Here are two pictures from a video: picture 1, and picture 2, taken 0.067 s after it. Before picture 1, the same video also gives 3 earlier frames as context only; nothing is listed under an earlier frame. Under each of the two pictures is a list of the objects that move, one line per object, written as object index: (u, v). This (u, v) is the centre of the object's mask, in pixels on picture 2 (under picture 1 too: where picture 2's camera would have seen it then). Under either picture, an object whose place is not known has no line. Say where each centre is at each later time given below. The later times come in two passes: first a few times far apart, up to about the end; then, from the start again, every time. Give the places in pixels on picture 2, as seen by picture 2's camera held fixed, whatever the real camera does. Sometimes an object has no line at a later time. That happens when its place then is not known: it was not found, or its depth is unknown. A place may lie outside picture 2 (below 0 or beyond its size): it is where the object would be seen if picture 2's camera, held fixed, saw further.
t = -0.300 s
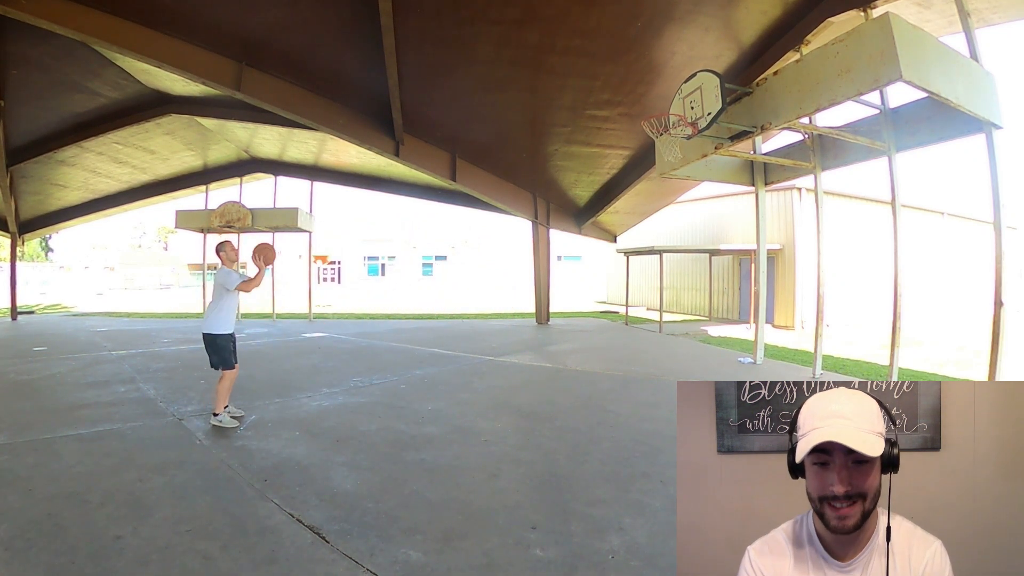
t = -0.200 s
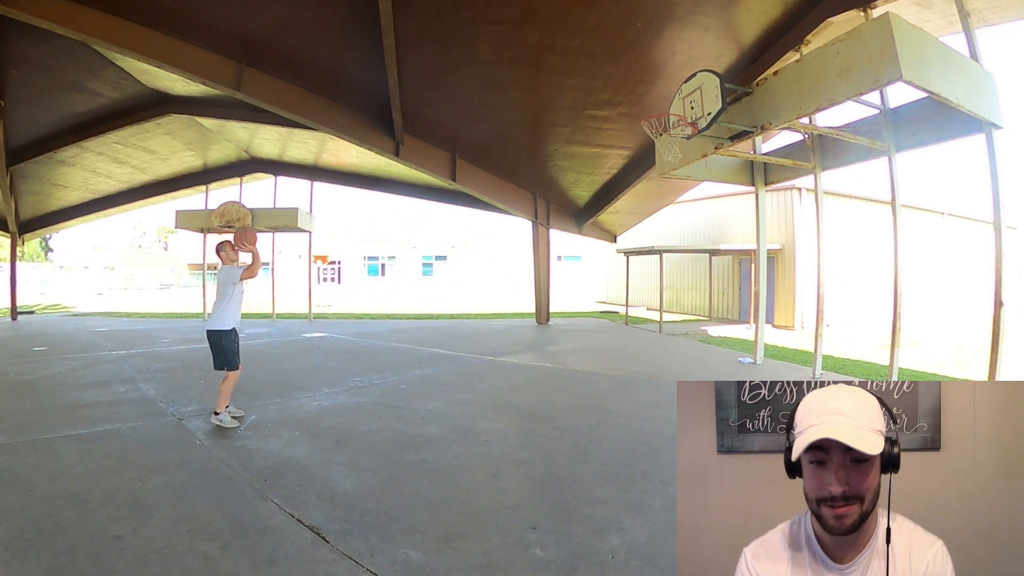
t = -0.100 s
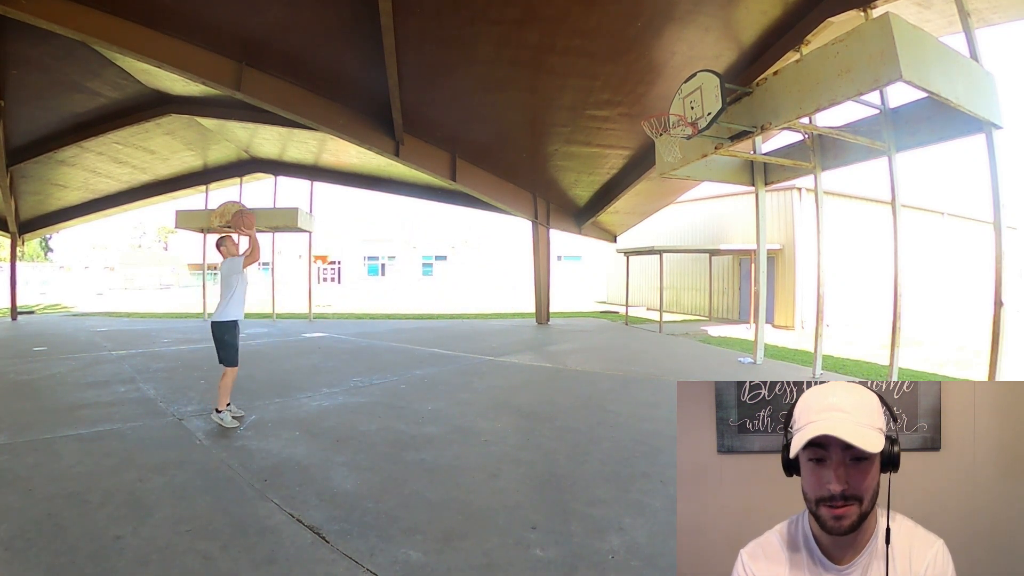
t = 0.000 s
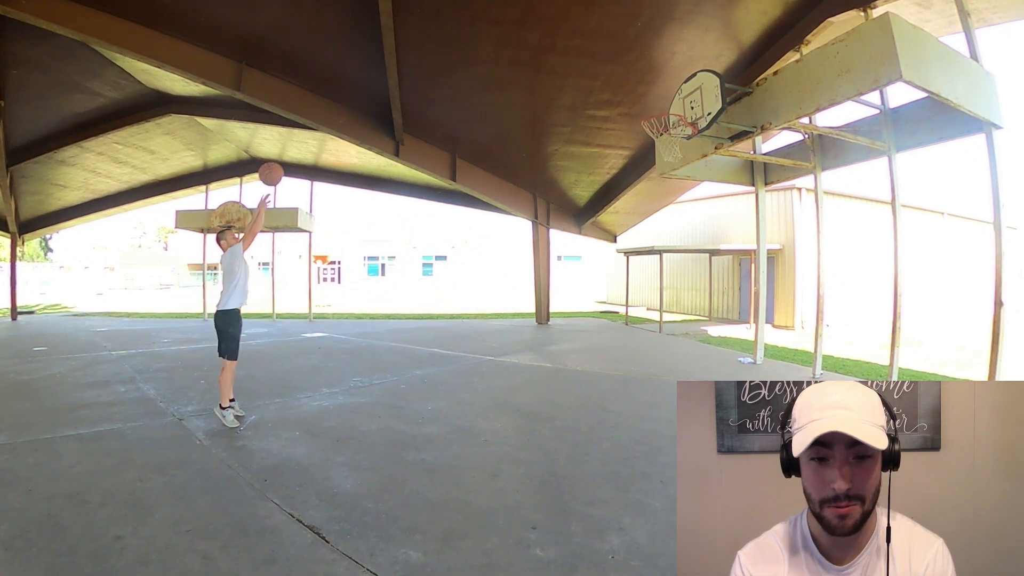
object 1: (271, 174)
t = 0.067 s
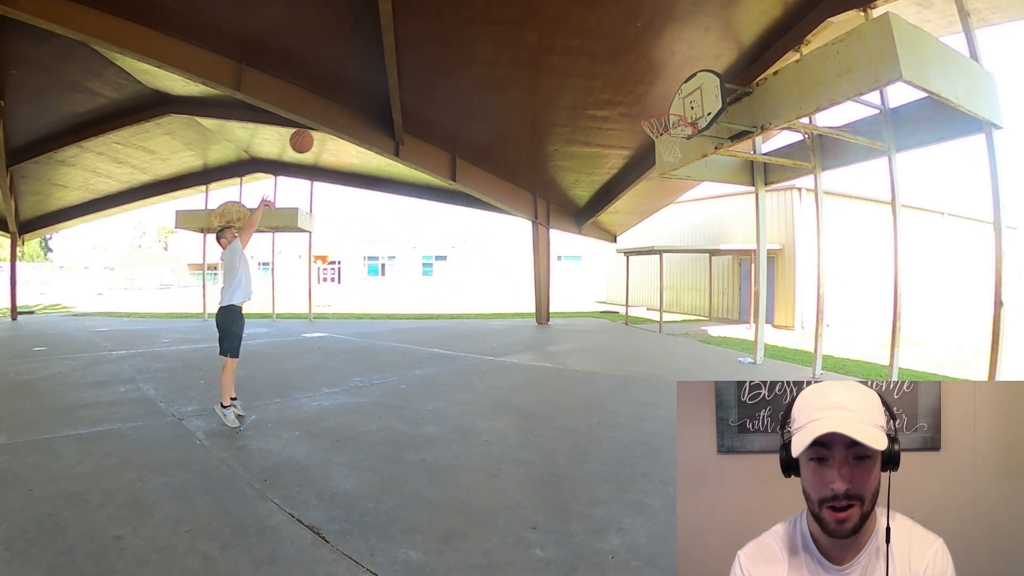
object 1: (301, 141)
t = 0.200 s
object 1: (363, 91)
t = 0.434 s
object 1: (467, 50)
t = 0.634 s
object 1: (550, 57)
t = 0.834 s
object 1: (629, 102)
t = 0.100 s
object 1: (317, 126)
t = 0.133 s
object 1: (332, 114)
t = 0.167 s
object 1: (348, 102)
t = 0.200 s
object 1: (363, 91)
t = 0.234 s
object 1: (379, 82)
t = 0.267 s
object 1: (394, 73)
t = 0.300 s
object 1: (409, 66)
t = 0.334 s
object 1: (423, 61)
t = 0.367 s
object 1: (438, 56)
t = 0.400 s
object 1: (452, 52)
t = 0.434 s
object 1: (467, 50)
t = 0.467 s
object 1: (481, 48)
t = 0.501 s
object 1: (495, 48)
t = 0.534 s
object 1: (509, 49)
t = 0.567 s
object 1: (522, 51)
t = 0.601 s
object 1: (536, 53)
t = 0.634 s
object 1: (550, 57)
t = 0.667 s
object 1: (563, 62)
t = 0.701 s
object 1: (577, 68)
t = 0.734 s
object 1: (590, 75)
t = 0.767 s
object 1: (603, 83)
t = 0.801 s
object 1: (616, 91)
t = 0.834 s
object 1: (629, 102)
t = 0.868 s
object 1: (640, 111)
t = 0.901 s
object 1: (640, 107)
